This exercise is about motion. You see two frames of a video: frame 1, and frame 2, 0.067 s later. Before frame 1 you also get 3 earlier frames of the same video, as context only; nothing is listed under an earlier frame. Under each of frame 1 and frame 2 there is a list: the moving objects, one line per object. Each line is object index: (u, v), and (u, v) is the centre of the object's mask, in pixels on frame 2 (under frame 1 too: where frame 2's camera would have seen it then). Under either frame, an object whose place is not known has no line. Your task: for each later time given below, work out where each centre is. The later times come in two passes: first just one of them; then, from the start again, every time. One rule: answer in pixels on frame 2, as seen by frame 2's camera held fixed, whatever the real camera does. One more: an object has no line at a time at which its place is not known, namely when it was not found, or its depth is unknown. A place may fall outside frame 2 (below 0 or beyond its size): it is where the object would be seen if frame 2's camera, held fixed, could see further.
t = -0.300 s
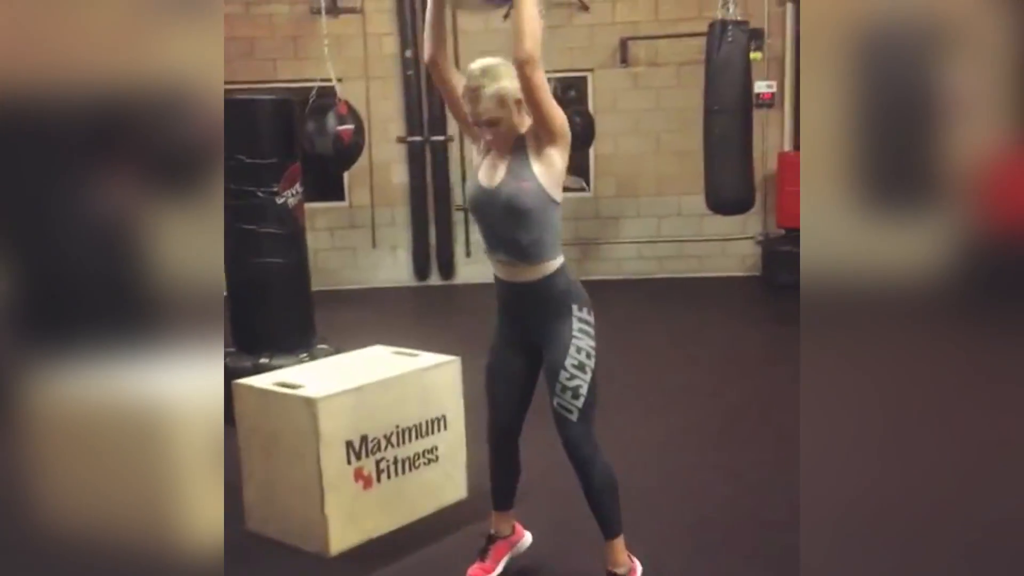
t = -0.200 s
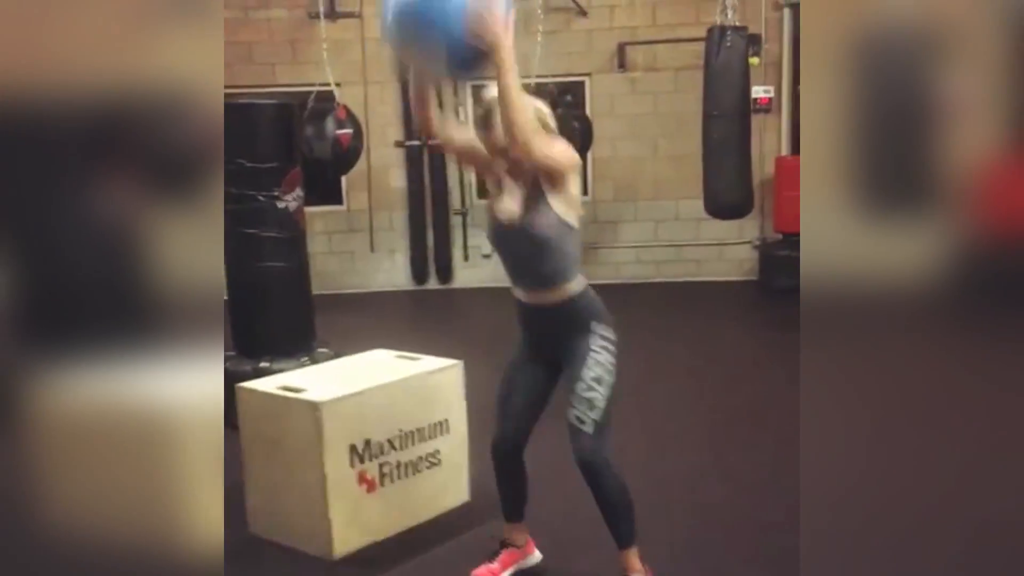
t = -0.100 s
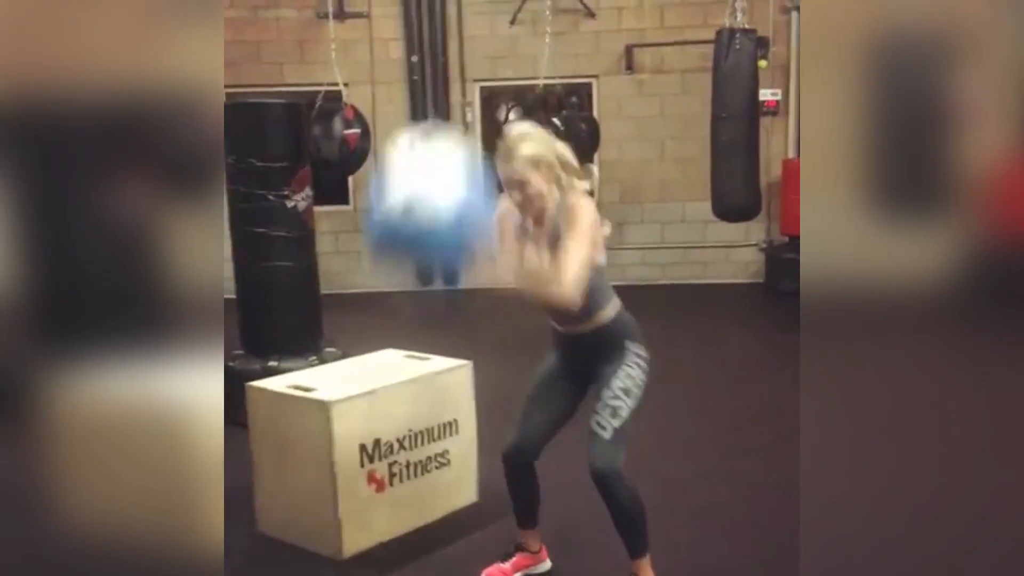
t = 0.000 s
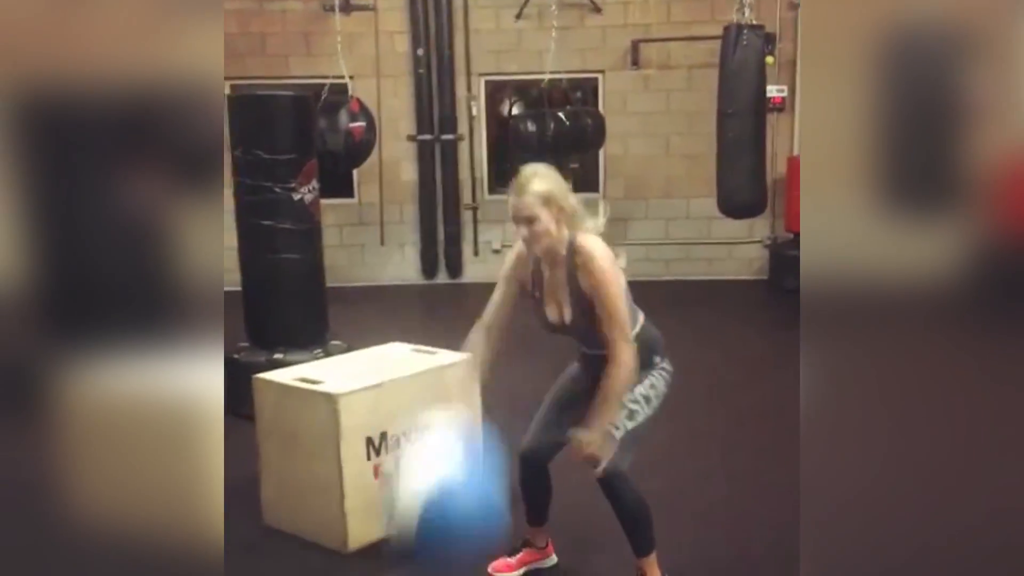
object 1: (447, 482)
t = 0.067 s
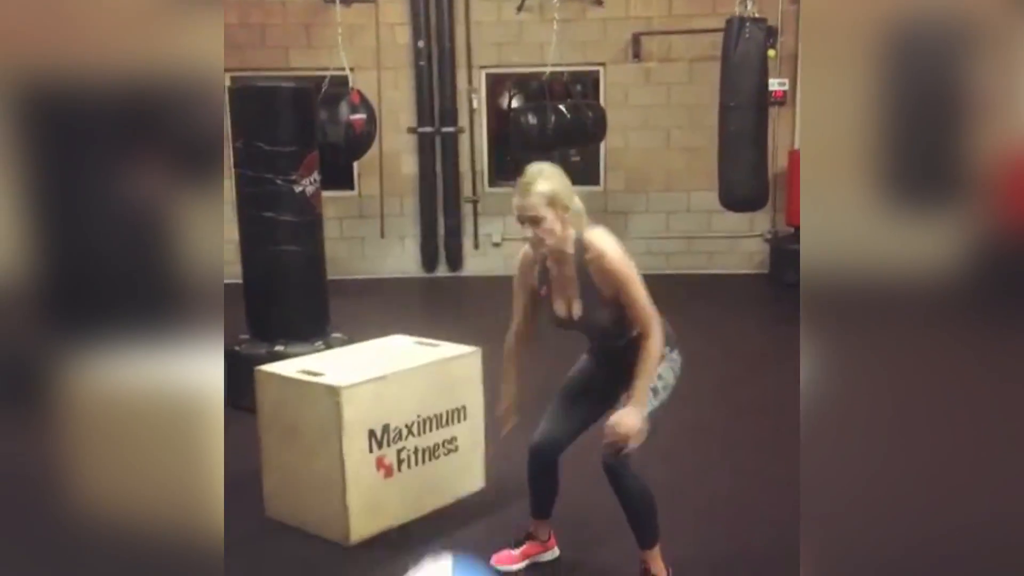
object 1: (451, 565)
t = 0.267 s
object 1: (449, 492)
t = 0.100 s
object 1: (448, 555)
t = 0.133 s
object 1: (450, 546)
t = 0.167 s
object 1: (450, 536)
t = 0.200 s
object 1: (449, 522)
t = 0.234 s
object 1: (449, 506)
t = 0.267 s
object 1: (449, 492)
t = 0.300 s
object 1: (451, 482)
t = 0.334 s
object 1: (451, 478)
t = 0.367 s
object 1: (452, 476)
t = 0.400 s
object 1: (453, 478)
